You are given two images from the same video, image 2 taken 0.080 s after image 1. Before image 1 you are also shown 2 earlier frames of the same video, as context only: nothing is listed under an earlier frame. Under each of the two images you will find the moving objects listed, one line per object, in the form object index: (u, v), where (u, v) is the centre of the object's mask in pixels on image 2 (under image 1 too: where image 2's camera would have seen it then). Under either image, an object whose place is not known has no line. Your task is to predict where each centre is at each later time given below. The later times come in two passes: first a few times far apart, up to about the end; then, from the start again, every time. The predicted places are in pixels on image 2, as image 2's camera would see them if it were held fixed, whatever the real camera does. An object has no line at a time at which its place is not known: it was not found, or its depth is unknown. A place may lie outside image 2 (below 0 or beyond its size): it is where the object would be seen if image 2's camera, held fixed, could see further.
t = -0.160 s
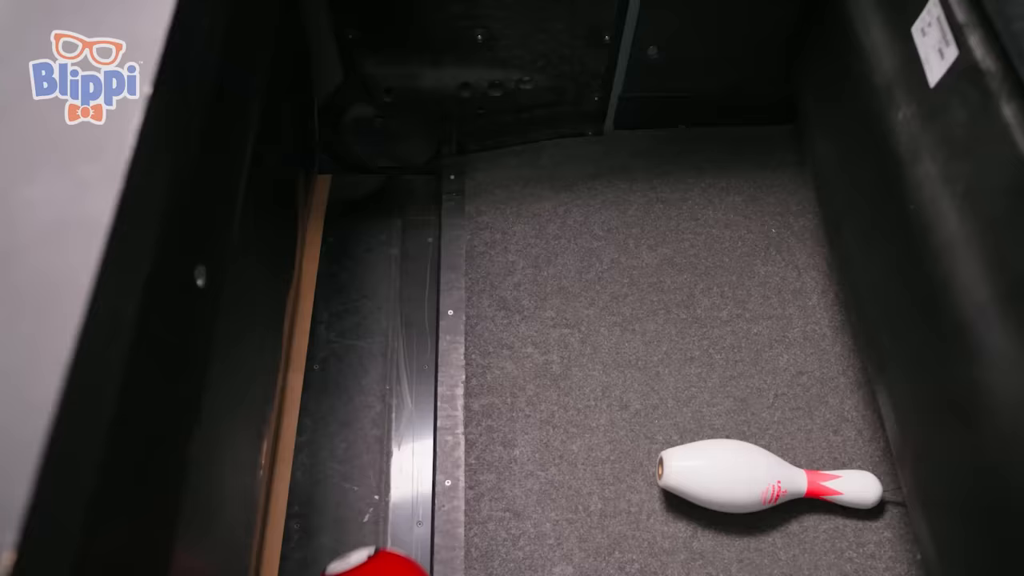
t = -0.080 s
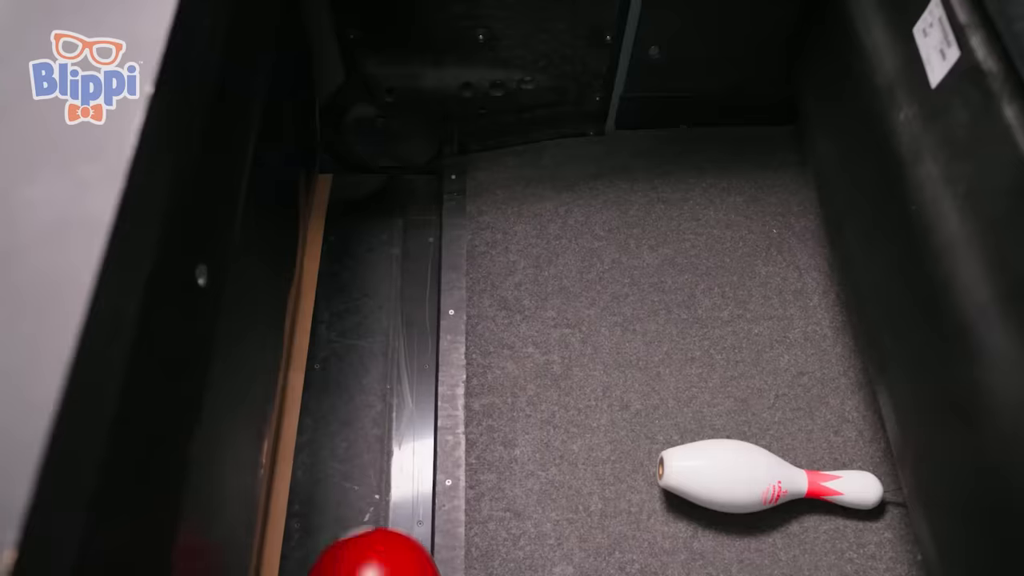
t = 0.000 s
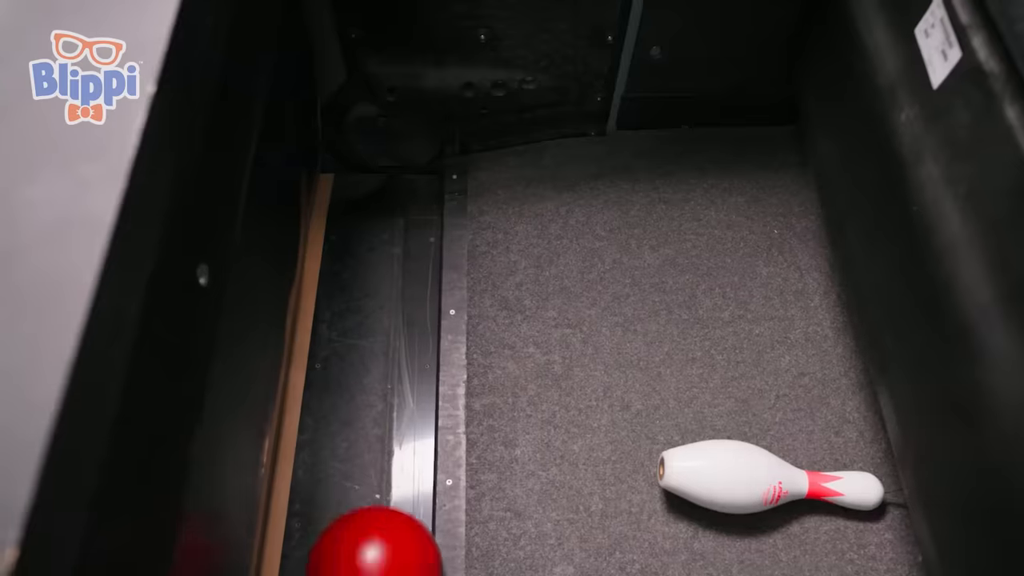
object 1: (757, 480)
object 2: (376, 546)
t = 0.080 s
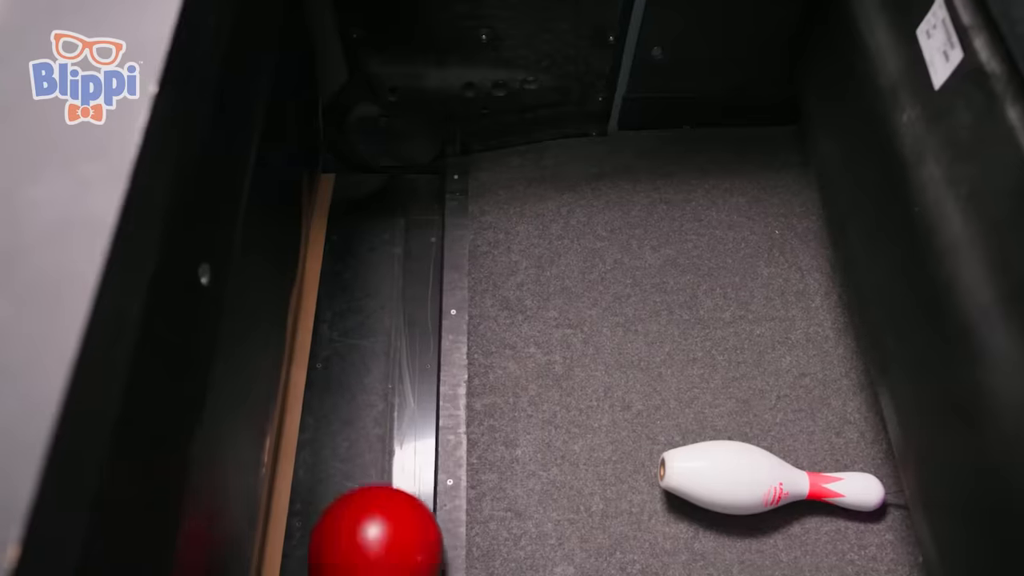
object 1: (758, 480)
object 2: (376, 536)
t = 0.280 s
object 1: (758, 481)
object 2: (378, 508)
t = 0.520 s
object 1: (758, 481)
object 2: (382, 448)
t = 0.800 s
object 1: (758, 480)
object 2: (386, 371)
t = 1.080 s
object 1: (758, 481)
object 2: (389, 297)
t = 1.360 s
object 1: (758, 481)
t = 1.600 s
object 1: (757, 480)
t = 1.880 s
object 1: (749, 476)
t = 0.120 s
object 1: (757, 480)
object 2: (376, 531)
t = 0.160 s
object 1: (758, 480)
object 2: (377, 525)
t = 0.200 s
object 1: (758, 481)
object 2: (378, 519)
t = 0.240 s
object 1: (758, 481)
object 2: (378, 514)
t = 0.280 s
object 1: (758, 481)
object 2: (378, 508)
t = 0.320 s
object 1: (758, 481)
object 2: (379, 501)
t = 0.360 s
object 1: (758, 481)
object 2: (380, 493)
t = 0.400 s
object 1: (758, 480)
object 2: (380, 483)
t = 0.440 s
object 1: (758, 480)
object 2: (381, 471)
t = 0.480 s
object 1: (758, 481)
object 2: (381, 460)
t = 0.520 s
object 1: (758, 481)
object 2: (382, 448)
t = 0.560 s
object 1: (758, 481)
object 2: (382, 437)
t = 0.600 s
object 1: (758, 481)
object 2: (383, 425)
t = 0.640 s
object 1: (758, 481)
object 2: (383, 415)
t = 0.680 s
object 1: (758, 481)
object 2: (384, 404)
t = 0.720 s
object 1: (758, 480)
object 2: (384, 393)
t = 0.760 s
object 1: (758, 480)
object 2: (385, 382)
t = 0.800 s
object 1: (758, 480)
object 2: (386, 371)
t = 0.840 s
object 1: (758, 480)
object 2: (386, 361)
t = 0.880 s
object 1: (758, 481)
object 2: (387, 350)
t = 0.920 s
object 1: (758, 481)
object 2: (387, 340)
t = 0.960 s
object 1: (758, 481)
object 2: (388, 329)
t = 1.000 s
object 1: (758, 481)
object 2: (388, 318)
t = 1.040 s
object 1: (758, 481)
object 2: (389, 308)
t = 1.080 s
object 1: (758, 481)
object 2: (389, 297)
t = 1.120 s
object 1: (758, 481)
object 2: (389, 287)
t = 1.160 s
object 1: (758, 481)
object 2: (390, 277)
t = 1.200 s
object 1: (758, 481)
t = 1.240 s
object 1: (758, 481)
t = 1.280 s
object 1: (758, 481)
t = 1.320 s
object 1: (758, 481)
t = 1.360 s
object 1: (758, 481)
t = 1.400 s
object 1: (758, 481)
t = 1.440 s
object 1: (758, 481)
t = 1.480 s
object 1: (758, 481)
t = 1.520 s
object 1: (758, 481)
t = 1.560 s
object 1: (757, 480)
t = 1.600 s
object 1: (757, 480)
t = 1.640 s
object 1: (757, 480)
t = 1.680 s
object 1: (757, 480)
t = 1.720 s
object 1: (756, 479)
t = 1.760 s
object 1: (754, 479)
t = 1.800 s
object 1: (752, 478)
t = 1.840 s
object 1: (750, 477)
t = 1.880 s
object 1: (749, 476)
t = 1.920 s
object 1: (748, 475)
